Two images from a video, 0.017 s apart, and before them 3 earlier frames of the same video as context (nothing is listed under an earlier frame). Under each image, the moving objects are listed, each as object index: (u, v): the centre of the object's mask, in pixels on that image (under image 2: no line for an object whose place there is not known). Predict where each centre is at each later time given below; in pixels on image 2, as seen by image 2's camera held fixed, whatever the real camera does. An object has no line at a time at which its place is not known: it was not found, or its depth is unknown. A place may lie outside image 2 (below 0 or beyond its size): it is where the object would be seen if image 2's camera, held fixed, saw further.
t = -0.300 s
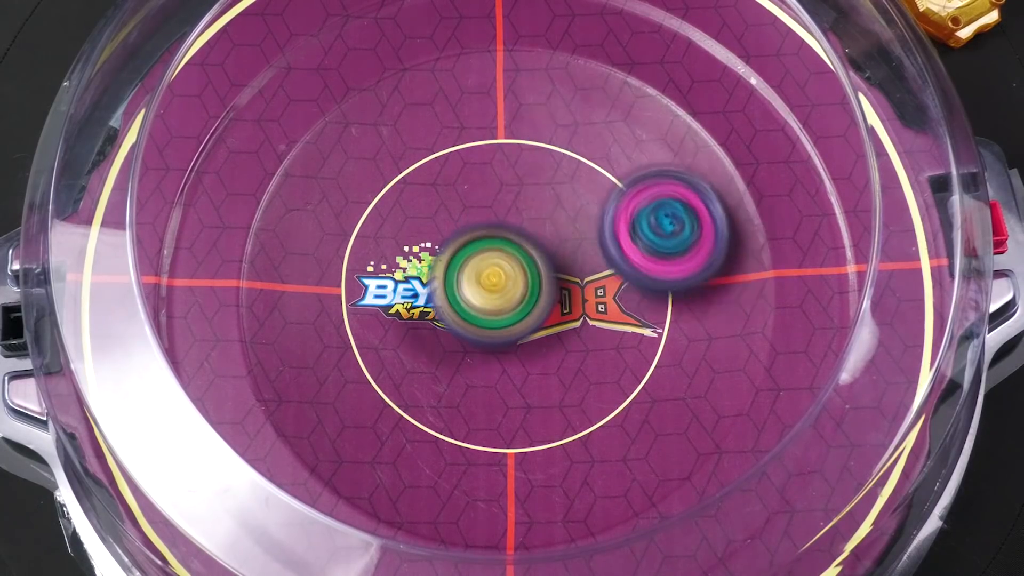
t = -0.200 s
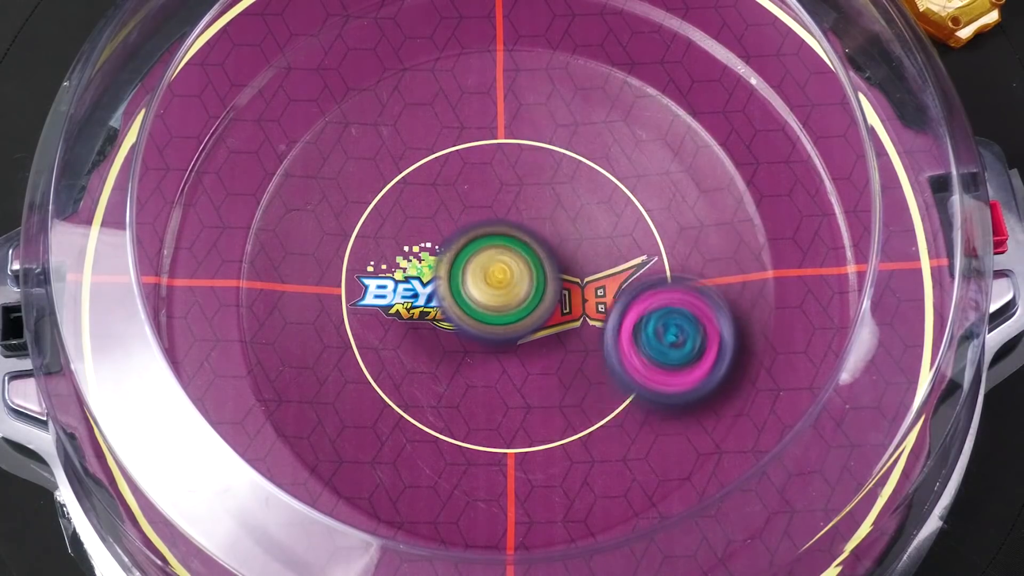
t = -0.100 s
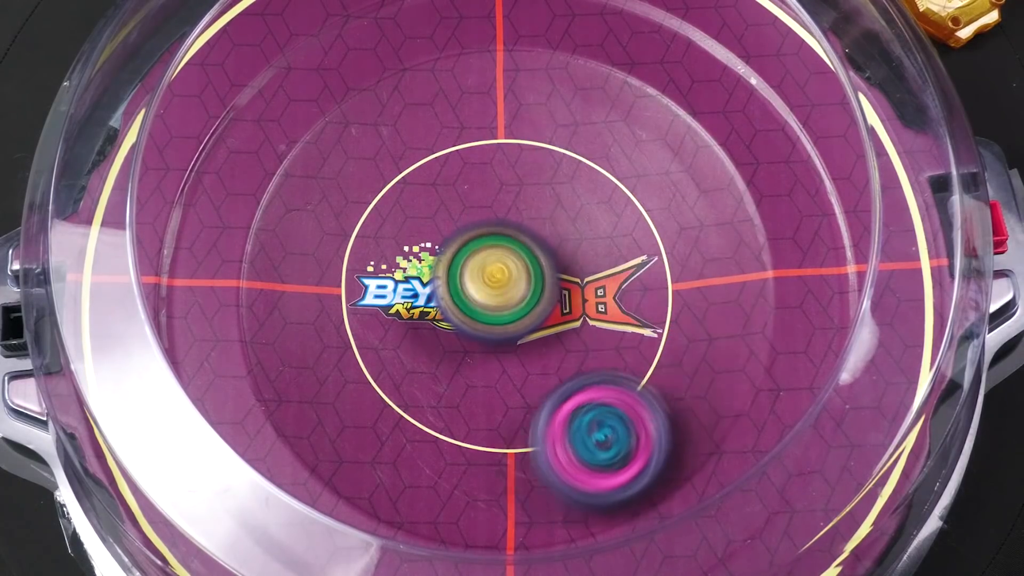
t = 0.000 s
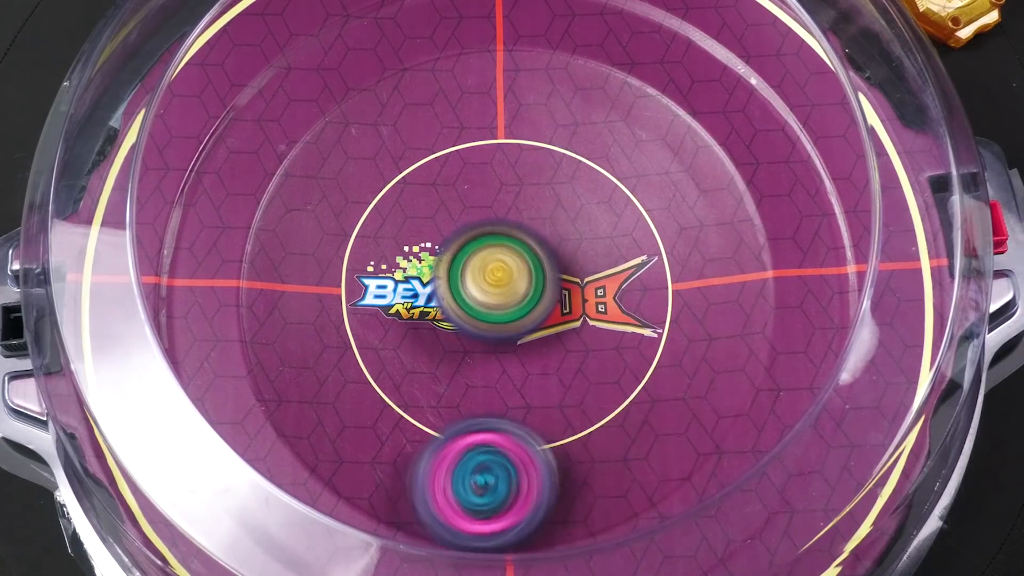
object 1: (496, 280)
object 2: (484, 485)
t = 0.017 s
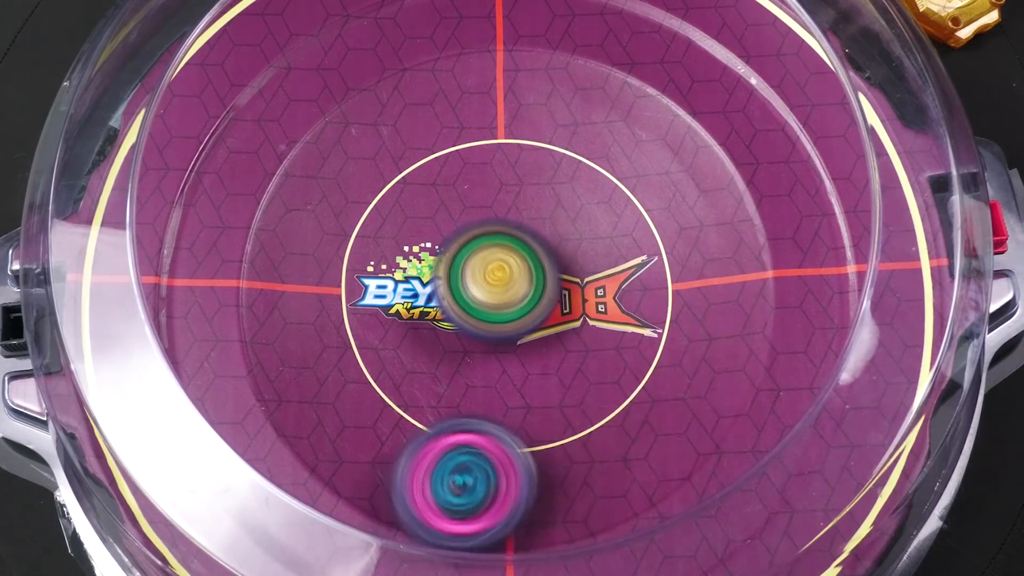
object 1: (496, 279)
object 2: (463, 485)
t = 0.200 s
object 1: (495, 279)
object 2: (293, 383)
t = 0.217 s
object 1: (495, 279)
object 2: (286, 368)
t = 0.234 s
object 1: (495, 279)
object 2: (281, 354)
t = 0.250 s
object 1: (495, 279)
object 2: (278, 338)
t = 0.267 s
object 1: (495, 279)
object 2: (276, 322)
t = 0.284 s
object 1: (495, 279)
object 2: (275, 305)
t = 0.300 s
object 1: (495, 279)
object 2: (275, 288)
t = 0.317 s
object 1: (495, 278)
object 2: (277, 273)
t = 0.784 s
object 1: (494, 278)
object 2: (695, 181)
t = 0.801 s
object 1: (494, 278)
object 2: (706, 196)
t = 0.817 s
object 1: (494, 277)
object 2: (716, 213)
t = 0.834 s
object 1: (494, 277)
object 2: (723, 231)
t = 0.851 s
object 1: (494, 277)
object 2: (730, 250)
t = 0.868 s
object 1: (494, 277)
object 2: (735, 269)
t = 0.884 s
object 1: (494, 277)
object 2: (737, 288)
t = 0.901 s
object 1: (494, 277)
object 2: (738, 308)
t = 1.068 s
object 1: (493, 277)
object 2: (644, 466)
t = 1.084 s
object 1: (493, 277)
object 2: (628, 473)
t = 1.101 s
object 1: (493, 277)
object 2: (611, 481)
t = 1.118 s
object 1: (493, 276)
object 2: (594, 486)
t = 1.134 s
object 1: (494, 276)
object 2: (578, 491)
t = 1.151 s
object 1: (494, 275)
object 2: (560, 495)
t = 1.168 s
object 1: (494, 275)
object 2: (541, 498)
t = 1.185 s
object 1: (495, 274)
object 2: (523, 499)
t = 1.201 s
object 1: (495, 274)
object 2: (504, 498)
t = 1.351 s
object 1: (507, 271)
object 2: (364, 432)
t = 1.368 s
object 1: (508, 271)
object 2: (353, 419)
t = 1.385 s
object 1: (509, 270)
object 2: (343, 405)
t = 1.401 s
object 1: (510, 270)
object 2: (335, 390)
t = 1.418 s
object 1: (511, 270)
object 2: (329, 374)
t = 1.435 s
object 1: (512, 269)
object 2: (323, 358)
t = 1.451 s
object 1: (513, 269)
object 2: (319, 342)
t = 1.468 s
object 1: (513, 269)
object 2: (317, 324)
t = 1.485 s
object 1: (514, 268)
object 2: (316, 306)
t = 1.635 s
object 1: (521, 267)
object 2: (375, 163)
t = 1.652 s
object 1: (521, 266)
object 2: (387, 151)
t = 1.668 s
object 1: (522, 266)
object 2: (402, 139)
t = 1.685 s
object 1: (522, 266)
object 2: (417, 127)
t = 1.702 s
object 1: (522, 267)
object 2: (434, 119)
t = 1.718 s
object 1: (523, 267)
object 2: (450, 111)
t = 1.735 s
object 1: (523, 266)
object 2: (467, 105)
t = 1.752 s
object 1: (523, 267)
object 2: (484, 99)
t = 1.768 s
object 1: (523, 267)
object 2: (502, 95)
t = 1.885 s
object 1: (522, 267)
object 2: (626, 111)
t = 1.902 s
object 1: (522, 267)
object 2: (642, 120)
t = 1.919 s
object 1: (522, 267)
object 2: (657, 129)
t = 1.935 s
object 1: (521, 268)
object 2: (670, 139)
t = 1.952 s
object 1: (521, 268)
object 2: (682, 151)
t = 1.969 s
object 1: (521, 268)
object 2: (693, 163)
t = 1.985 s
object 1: (521, 269)
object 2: (703, 175)
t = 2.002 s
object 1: (520, 269)
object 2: (711, 188)
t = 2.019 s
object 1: (520, 269)
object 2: (718, 202)
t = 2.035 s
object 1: (519, 269)
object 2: (723, 217)
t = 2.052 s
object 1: (519, 269)
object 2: (727, 232)
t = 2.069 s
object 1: (519, 269)
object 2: (729, 248)
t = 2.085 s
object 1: (518, 270)
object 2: (730, 264)
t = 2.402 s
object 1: (503, 272)
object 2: (502, 449)
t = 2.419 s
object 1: (503, 272)
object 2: (483, 446)
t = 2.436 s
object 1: (502, 272)
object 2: (464, 441)
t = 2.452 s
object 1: (501, 272)
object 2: (448, 434)
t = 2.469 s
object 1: (500, 272)
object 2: (431, 426)
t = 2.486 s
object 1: (500, 272)
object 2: (414, 417)
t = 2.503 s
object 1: (499, 273)
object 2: (400, 407)
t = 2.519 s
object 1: (499, 272)
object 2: (385, 394)
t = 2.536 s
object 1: (499, 272)
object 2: (374, 381)
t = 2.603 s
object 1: (499, 273)
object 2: (340, 320)
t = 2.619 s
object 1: (498, 272)
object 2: (335, 302)
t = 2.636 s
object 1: (498, 272)
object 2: (332, 284)
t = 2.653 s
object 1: (498, 272)
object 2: (331, 266)
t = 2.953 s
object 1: (492, 272)
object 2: (519, 81)
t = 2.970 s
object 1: (492, 272)
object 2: (535, 81)
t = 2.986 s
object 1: (492, 272)
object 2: (551, 84)
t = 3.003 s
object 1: (492, 272)
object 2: (566, 87)
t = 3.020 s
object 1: (492, 272)
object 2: (581, 92)
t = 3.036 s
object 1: (492, 272)
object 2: (596, 97)
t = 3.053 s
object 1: (492, 272)
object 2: (611, 104)
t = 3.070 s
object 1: (493, 272)
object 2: (625, 114)
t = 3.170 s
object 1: (493, 271)
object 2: (680, 184)
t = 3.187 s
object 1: (493, 271)
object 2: (686, 199)
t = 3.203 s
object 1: (493, 271)
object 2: (690, 214)
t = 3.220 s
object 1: (493, 271)
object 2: (693, 229)
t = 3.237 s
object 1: (493, 271)
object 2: (695, 245)
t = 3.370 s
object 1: (493, 270)
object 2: (649, 363)
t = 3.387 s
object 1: (493, 270)
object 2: (636, 375)
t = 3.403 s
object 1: (493, 270)
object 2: (623, 387)
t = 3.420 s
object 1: (493, 269)
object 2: (610, 397)
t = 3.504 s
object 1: (493, 269)
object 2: (528, 429)
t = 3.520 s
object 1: (493, 268)
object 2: (509, 431)
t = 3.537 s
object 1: (494, 269)
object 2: (493, 431)
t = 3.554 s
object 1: (494, 268)
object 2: (475, 430)
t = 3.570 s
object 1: (495, 268)
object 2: (458, 427)
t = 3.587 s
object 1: (496, 269)
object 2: (442, 422)
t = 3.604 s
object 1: (496, 270)
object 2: (426, 417)
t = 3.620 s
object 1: (497, 270)
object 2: (411, 409)
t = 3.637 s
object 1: (498, 272)
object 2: (395, 401)
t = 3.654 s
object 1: (499, 272)
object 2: (385, 391)
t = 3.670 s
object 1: (500, 273)
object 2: (373, 381)
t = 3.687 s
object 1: (500, 275)
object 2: (362, 369)
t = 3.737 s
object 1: (502, 278)
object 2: (340, 329)
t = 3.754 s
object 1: (502, 279)
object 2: (336, 316)
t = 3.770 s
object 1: (502, 280)
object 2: (332, 303)
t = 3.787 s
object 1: (503, 280)
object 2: (330, 288)
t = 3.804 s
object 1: (503, 281)
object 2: (330, 276)
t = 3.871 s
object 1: (503, 283)
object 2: (341, 223)
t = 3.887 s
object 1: (503, 284)
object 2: (347, 209)
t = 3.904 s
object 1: (503, 284)
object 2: (354, 198)
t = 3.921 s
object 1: (503, 285)
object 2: (362, 188)
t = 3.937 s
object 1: (503, 285)
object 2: (370, 177)
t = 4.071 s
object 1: (503, 285)
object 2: (471, 131)
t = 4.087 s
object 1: (503, 285)
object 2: (484, 131)
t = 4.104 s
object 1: (503, 285)
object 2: (499, 131)
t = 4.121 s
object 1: (503, 285)
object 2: (513, 133)
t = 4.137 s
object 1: (503, 285)
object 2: (527, 137)
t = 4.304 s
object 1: (503, 283)
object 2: (637, 227)
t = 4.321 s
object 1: (503, 283)
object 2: (641, 241)
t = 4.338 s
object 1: (503, 283)
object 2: (645, 255)
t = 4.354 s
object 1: (503, 283)
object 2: (647, 270)
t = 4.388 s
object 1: (503, 282)
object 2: (646, 299)
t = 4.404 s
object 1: (503, 282)
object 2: (642, 314)
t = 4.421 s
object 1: (502, 282)
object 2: (638, 330)
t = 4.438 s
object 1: (502, 281)
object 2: (631, 343)
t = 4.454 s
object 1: (502, 281)
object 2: (624, 356)
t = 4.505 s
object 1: (501, 281)
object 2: (592, 389)
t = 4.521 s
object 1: (502, 280)
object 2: (581, 399)
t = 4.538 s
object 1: (502, 280)
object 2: (567, 407)
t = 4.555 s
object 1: (502, 279)
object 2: (554, 413)
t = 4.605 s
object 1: (502, 278)
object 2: (510, 426)
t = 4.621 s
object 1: (502, 277)
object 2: (496, 427)
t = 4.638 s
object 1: (502, 277)
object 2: (480, 427)
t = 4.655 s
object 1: (502, 277)
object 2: (466, 424)
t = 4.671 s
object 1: (502, 276)
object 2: (452, 421)
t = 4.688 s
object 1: (503, 276)
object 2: (438, 417)
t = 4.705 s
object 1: (503, 276)
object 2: (427, 411)
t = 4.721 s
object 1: (503, 275)
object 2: (415, 404)
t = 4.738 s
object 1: (504, 275)
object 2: (403, 396)
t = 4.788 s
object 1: (505, 274)
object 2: (379, 367)
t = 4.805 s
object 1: (505, 273)
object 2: (372, 355)
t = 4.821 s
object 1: (506, 273)
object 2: (367, 344)
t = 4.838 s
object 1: (506, 273)
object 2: (365, 331)
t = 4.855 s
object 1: (506, 273)
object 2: (363, 319)
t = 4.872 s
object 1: (506, 272)
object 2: (362, 307)
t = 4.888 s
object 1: (506, 272)
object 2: (362, 294)
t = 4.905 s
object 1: (506, 272)
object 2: (363, 282)
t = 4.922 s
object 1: (507, 271)
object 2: (366, 269)
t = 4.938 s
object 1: (507, 271)
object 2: (371, 257)
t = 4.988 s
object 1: (517, 269)
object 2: (376, 222)
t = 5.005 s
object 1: (521, 269)
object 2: (380, 211)
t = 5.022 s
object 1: (525, 267)
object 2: (385, 201)
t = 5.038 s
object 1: (528, 267)
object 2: (391, 190)
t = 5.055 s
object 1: (530, 267)
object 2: (399, 181)
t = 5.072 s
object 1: (532, 268)
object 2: (407, 173)
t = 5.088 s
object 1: (533, 268)
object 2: (416, 164)
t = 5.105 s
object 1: (534, 268)
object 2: (427, 157)
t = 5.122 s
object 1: (535, 269)
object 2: (438, 152)
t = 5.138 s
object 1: (535, 269)
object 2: (450, 147)
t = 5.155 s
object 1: (535, 270)
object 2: (463, 143)
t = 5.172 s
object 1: (534, 270)
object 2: (476, 140)
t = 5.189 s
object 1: (534, 272)
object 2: (490, 139)
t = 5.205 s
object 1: (533, 272)
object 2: (503, 138)
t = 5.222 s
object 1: (532, 273)
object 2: (516, 140)
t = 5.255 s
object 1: (530, 275)
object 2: (543, 146)
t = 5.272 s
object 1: (529, 277)
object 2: (557, 149)
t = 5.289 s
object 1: (528, 280)
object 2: (569, 152)
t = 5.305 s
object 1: (527, 283)
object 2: (581, 158)
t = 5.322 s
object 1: (526, 285)
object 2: (593, 165)
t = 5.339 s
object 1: (525, 286)
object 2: (603, 173)
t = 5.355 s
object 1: (524, 287)
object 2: (613, 181)
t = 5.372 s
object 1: (524, 288)
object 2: (622, 192)
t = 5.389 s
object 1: (523, 288)
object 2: (629, 203)
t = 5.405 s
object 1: (522, 288)
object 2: (636, 214)
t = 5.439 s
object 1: (518, 289)
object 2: (646, 238)
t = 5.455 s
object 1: (517, 290)
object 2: (651, 252)
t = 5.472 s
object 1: (514, 290)
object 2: (653, 265)
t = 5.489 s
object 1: (511, 290)
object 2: (653, 278)
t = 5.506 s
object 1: (510, 290)
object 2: (652, 291)
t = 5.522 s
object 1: (508, 290)
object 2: (649, 304)
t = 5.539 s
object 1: (506, 289)
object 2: (645, 318)
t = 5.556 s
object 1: (504, 289)
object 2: (639, 332)
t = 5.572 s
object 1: (503, 288)
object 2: (632, 343)
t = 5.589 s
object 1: (501, 287)
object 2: (624, 355)
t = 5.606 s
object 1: (499, 286)
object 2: (614, 365)
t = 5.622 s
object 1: (498, 285)
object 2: (604, 375)
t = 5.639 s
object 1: (496, 283)
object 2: (592, 384)
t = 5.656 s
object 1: (495, 282)
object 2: (579, 391)
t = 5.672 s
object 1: (493, 281)
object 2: (567, 397)
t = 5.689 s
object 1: (493, 280)
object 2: (553, 403)
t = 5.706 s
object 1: (492, 279)
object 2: (539, 407)
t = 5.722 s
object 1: (491, 278)
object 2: (524, 411)
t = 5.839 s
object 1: (491, 276)
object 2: (427, 391)
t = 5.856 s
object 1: (491, 275)
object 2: (415, 383)
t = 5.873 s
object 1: (492, 274)
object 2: (404, 376)
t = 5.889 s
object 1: (493, 274)
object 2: (395, 366)
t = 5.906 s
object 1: (493, 274)
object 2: (387, 358)
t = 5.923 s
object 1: (494, 273)
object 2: (379, 347)
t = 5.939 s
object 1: (496, 272)
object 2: (372, 337)
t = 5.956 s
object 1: (497, 271)
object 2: (366, 326)
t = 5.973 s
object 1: (499, 271)
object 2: (362, 314)
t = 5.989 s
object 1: (500, 270)
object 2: (360, 304)
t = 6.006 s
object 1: (501, 270)
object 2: (358, 292)
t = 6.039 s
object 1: (502, 269)
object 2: (358, 269)
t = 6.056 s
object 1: (503, 269)
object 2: (360, 259)
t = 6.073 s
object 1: (503, 269)
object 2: (362, 247)
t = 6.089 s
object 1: (504, 270)
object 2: (366, 235)
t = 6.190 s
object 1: (507, 274)
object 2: (409, 182)
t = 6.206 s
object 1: (509, 275)
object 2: (417, 176)
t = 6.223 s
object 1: (511, 278)
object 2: (426, 168)
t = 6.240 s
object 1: (512, 278)
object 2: (436, 163)
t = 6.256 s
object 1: (513, 279)
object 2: (446, 158)
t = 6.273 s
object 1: (514, 280)
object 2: (457, 155)
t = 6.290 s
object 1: (514, 280)
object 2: (469, 152)
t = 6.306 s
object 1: (514, 281)
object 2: (480, 151)
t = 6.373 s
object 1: (512, 282)
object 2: (526, 154)
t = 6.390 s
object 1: (512, 287)
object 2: (538, 153)
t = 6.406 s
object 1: (511, 293)
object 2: (548, 152)
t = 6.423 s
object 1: (510, 298)
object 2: (558, 151)
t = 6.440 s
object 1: (510, 301)
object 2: (568, 152)
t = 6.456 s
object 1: (510, 304)
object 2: (579, 155)
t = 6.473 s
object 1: (509, 306)
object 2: (589, 159)
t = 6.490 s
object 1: (509, 308)
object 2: (599, 164)
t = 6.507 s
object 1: (509, 309)
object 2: (607, 170)
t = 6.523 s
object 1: (509, 309)
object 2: (615, 177)
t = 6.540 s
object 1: (508, 310)
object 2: (622, 185)
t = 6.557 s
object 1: (508, 310)
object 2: (628, 193)
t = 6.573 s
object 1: (508, 310)
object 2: (634, 202)
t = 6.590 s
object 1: (507, 310)
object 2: (638, 212)
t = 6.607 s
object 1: (507, 309)
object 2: (642, 223)
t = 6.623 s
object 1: (507, 309)
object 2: (644, 233)
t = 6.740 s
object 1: (492, 309)
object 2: (645, 305)
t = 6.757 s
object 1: (488, 309)
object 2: (645, 313)
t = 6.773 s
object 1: (484, 309)
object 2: (644, 322)
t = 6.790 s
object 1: (482, 308)
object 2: (641, 331)
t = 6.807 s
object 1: (482, 307)
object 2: (636, 340)
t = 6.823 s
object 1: (481, 306)
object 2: (631, 347)
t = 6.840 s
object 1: (481, 303)
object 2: (625, 355)
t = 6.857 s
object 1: (481, 302)
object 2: (618, 361)
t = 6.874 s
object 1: (481, 299)
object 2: (609, 368)
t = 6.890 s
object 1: (480, 297)
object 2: (600, 373)
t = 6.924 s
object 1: (482, 293)
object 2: (581, 381)
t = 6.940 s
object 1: (482, 290)
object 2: (574, 386)
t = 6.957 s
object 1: (469, 281)
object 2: (574, 395)
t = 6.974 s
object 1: (461, 271)
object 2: (574, 403)
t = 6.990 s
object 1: (454, 264)
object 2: (572, 409)
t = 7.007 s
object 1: (449, 257)
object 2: (567, 414)
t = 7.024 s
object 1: (445, 252)
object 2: (563, 419)
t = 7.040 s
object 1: (443, 247)
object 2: (557, 423)
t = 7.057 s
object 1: (442, 243)
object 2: (550, 425)
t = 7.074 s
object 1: (441, 240)
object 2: (543, 427)
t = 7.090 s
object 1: (442, 238)
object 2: (536, 428)
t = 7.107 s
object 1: (443, 236)
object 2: (529, 428)
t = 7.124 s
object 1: (445, 236)
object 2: (521, 426)
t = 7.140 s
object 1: (447, 236)
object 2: (514, 424)
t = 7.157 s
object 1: (450, 236)
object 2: (506, 421)
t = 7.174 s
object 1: (453, 236)
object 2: (499, 416)
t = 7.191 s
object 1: (457, 237)
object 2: (493, 411)
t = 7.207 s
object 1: (460, 237)
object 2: (486, 407)
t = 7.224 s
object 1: (463, 238)
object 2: (479, 400)
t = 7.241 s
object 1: (467, 239)
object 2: (473, 394)
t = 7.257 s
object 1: (470, 240)
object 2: (467, 386)
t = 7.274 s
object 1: (474, 241)
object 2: (461, 377)
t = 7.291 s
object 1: (477, 242)
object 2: (458, 371)
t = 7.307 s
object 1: (480, 236)
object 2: (454, 371)
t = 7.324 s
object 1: (482, 229)
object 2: (451, 372)
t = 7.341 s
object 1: (484, 221)
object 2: (449, 373)
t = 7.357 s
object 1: (486, 217)
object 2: (446, 371)
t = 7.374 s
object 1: (488, 213)
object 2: (444, 368)
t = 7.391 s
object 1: (490, 211)
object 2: (442, 365)
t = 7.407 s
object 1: (493, 210)
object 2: (441, 362)
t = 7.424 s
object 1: (495, 210)
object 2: (440, 358)
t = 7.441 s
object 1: (497, 210)
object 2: (440, 354)
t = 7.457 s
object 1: (499, 211)
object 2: (440, 347)
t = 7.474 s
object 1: (502, 212)
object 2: (440, 342)
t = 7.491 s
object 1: (504, 213)
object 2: (443, 336)
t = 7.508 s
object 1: (506, 214)
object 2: (444, 332)
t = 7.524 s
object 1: (510, 208)
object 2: (445, 335)
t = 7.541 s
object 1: (514, 201)
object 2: (446, 342)
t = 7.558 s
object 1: (517, 194)
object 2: (447, 347)
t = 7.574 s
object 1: (520, 187)
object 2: (448, 351)
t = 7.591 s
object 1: (522, 185)
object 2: (450, 353)
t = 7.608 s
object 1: (524, 184)
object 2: (452, 355)
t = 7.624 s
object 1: (525, 184)
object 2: (453, 355)
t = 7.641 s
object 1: (527, 185)
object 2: (455, 356)
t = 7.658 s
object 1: (528, 187)
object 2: (458, 356)
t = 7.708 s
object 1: (532, 194)
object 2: (466, 350)
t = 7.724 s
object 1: (533, 197)
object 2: (469, 348)
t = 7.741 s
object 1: (534, 200)
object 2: (472, 346)
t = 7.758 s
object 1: (535, 203)
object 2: (475, 343)
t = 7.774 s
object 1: (535, 205)
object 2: (479, 341)
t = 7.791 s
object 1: (536, 208)
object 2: (483, 338)
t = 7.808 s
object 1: (537, 211)
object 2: (487, 335)
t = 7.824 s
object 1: (537, 211)
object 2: (491, 336)
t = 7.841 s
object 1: (537, 209)
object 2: (494, 339)
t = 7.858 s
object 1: (537, 208)
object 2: (497, 342)
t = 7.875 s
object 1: (537, 208)
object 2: (500, 345)
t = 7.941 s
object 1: (535, 215)
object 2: (508, 351)
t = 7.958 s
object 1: (534, 218)
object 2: (510, 351)
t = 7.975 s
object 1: (534, 221)
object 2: (512, 352)
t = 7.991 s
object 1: (533, 222)
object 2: (514, 353)
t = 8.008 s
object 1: (532, 222)
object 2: (515, 356)
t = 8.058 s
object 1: (528, 225)
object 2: (518, 361)
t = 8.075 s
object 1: (528, 228)
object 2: (518, 362)
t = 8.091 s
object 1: (527, 229)
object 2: (520, 362)
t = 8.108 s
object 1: (526, 229)
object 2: (521, 365)
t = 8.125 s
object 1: (524, 226)
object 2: (522, 370)
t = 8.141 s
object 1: (521, 224)
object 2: (522, 373)
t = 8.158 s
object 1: (520, 223)
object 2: (522, 377)
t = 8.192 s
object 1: (518, 224)
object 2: (521, 380)
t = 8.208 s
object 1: (516, 224)
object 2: (520, 380)
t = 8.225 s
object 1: (516, 225)
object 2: (521, 380)
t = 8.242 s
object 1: (515, 227)
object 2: (520, 379)
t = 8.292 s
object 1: (512, 232)
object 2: (520, 373)
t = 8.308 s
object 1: (512, 234)
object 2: (521, 370)
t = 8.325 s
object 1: (511, 235)
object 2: (521, 368)
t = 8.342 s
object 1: (511, 235)
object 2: (523, 367)
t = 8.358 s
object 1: (508, 233)
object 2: (525, 369)
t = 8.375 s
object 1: (505, 232)
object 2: (526, 370)
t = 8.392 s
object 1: (502, 231)
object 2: (528, 370)
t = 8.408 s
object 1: (500, 232)
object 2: (529, 371)
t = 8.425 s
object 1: (498, 233)
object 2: (530, 370)
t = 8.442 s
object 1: (498, 234)
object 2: (530, 370)
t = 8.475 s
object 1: (496, 239)
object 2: (532, 367)
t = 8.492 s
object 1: (494, 240)
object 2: (534, 367)
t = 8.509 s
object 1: (492, 237)
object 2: (537, 370)
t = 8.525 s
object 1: (489, 235)
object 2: (539, 373)
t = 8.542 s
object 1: (487, 235)
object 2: (541, 375)
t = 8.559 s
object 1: (485, 235)
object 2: (543, 375)
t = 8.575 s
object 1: (484, 236)
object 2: (544, 376)
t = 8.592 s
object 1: (483, 237)
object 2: (546, 375)
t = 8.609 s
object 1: (482, 239)
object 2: (547, 375)
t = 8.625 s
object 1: (483, 242)
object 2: (548, 373)
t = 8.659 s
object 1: (484, 246)
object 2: (549, 369)
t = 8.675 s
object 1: (485, 248)
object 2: (550, 366)
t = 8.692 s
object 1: (485, 250)
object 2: (551, 364)
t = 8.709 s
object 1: (484, 250)
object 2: (555, 364)
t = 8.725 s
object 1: (483, 250)
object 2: (558, 365)
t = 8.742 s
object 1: (481, 250)
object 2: (562, 365)
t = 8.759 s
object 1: (480, 250)
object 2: (564, 365)
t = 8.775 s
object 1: (480, 252)
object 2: (567, 364)
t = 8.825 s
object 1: (481, 257)
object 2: (572, 360)
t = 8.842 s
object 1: (482, 260)
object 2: (573, 358)
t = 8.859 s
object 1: (482, 261)
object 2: (574, 356)
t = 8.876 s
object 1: (480, 261)
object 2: (578, 355)
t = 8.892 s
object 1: (476, 260)
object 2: (584, 355)
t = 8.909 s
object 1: (474, 260)
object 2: (589, 355)
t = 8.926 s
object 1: (473, 260)
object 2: (593, 356)
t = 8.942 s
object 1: (472, 261)
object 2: (597, 355)
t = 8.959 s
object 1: (472, 263)
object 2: (599, 354)
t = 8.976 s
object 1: (473, 264)
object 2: (601, 352)
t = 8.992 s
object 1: (474, 266)
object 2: (602, 351)
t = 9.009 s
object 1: (476, 268)
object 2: (604, 349)
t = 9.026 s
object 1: (477, 269)
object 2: (603, 347)
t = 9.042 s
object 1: (480, 271)
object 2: (603, 344)
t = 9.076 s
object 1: (484, 275)
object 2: (603, 336)
